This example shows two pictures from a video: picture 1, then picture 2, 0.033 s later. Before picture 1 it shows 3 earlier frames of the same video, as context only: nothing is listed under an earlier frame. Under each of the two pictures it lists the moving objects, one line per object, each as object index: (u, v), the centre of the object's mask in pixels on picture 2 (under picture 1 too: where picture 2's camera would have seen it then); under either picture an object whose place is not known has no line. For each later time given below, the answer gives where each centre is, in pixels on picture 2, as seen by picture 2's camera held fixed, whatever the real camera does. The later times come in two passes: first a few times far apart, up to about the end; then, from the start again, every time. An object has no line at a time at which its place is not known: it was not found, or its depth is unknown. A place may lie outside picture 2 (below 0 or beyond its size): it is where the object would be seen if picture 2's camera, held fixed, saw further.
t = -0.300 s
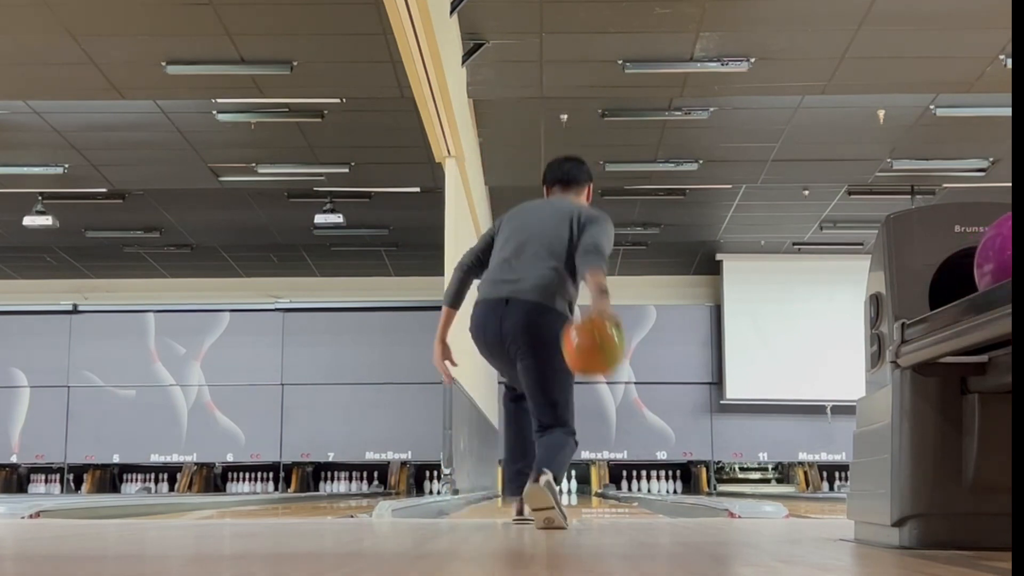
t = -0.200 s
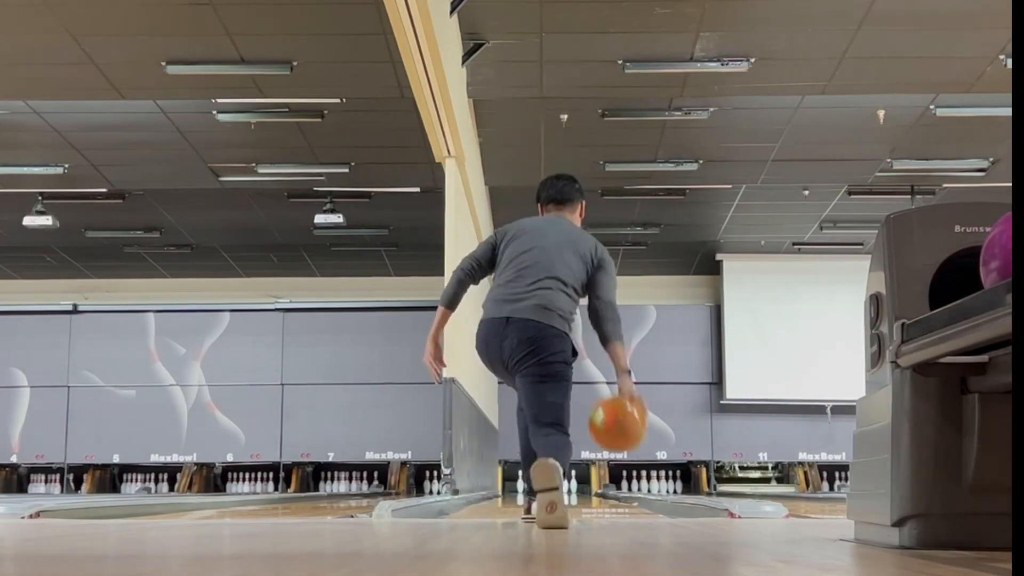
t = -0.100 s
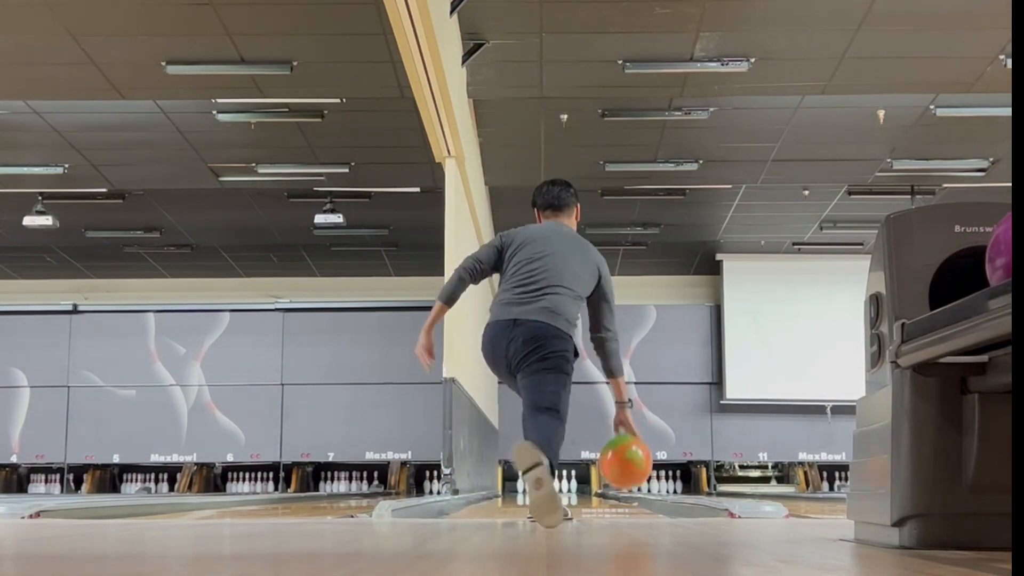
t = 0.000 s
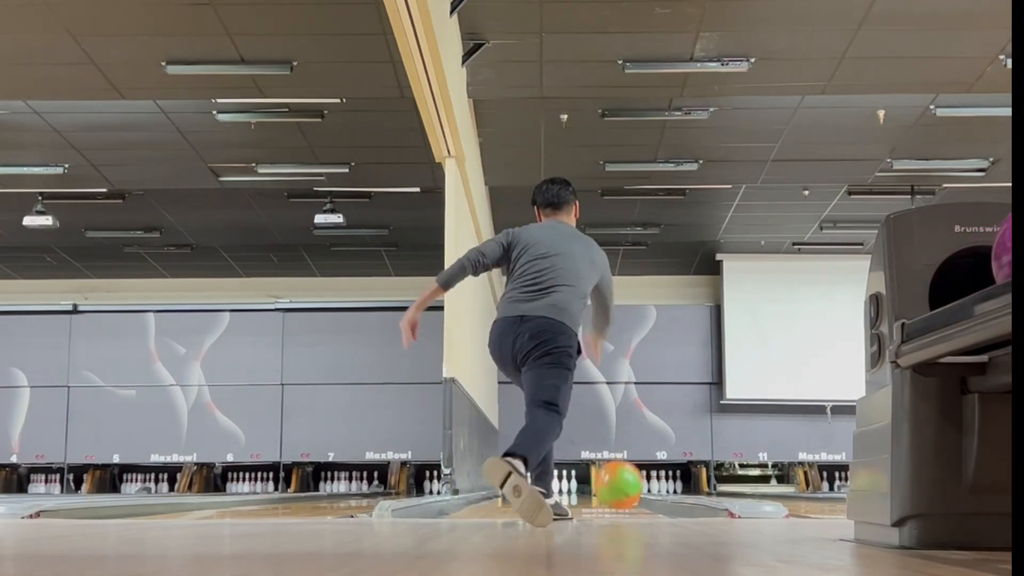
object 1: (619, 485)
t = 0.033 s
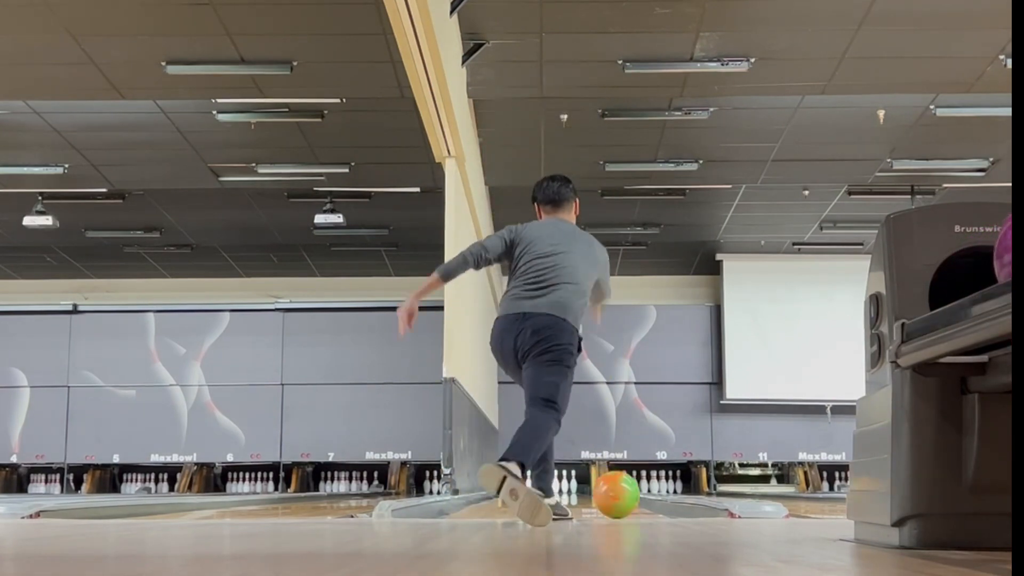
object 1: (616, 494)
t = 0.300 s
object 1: (601, 490)
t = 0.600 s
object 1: (590, 488)
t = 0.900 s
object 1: (582, 488)
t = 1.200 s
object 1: (575, 488)
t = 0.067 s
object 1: (614, 492)
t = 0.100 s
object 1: (612, 491)
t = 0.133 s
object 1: (610, 492)
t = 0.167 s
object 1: (608, 491)
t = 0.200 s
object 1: (606, 491)
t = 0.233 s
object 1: (605, 491)
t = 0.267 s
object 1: (603, 490)
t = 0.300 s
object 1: (601, 490)
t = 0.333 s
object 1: (600, 489)
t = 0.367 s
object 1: (598, 489)
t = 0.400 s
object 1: (597, 489)
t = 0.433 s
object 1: (596, 489)
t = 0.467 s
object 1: (595, 488)
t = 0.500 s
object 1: (593, 488)
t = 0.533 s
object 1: (592, 488)
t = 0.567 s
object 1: (591, 488)
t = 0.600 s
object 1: (590, 488)
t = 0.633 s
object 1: (589, 488)
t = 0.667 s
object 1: (588, 489)
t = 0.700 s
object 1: (587, 489)
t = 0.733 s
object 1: (586, 488)
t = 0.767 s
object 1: (585, 488)
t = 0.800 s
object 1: (584, 488)
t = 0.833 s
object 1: (583, 488)
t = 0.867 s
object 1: (583, 488)
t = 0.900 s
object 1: (582, 488)
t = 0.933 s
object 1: (582, 488)
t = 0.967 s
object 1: (581, 488)
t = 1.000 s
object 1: (580, 488)
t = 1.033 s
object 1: (579, 488)
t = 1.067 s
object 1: (578, 488)
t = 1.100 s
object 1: (577, 488)
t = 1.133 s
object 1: (577, 488)
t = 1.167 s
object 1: (576, 488)
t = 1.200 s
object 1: (575, 488)
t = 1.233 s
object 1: (574, 488)
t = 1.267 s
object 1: (574, 488)
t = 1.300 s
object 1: (573, 488)
